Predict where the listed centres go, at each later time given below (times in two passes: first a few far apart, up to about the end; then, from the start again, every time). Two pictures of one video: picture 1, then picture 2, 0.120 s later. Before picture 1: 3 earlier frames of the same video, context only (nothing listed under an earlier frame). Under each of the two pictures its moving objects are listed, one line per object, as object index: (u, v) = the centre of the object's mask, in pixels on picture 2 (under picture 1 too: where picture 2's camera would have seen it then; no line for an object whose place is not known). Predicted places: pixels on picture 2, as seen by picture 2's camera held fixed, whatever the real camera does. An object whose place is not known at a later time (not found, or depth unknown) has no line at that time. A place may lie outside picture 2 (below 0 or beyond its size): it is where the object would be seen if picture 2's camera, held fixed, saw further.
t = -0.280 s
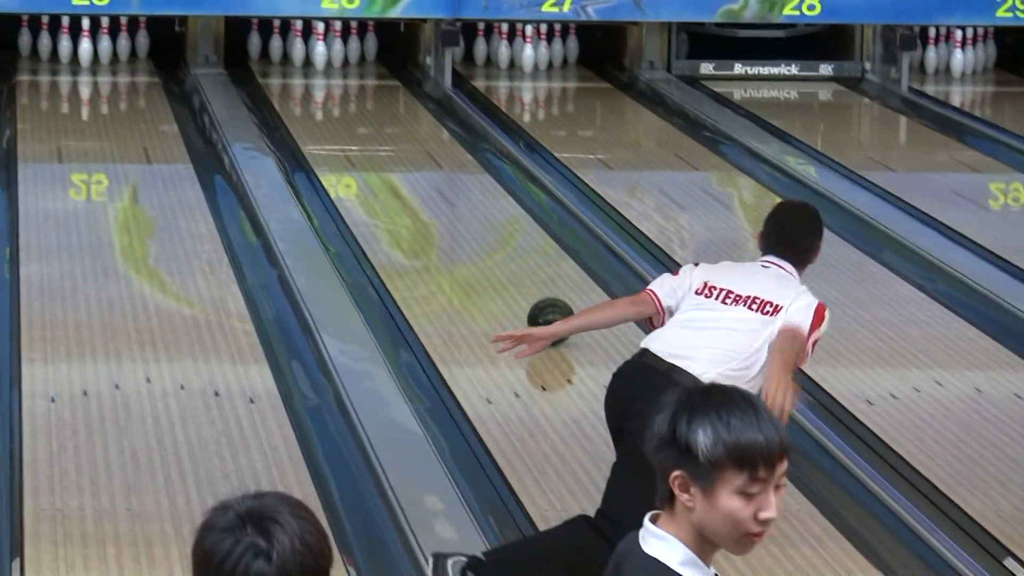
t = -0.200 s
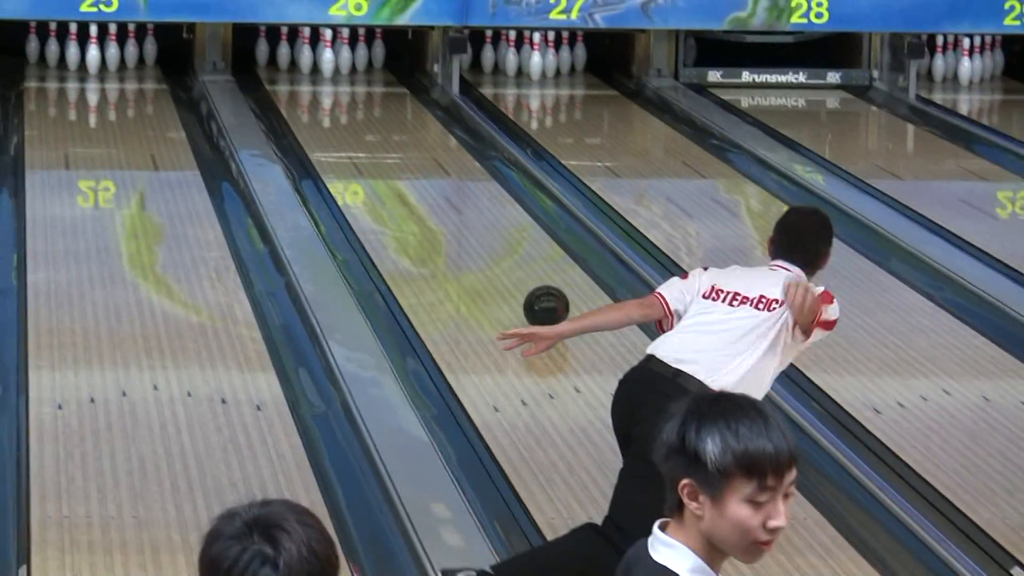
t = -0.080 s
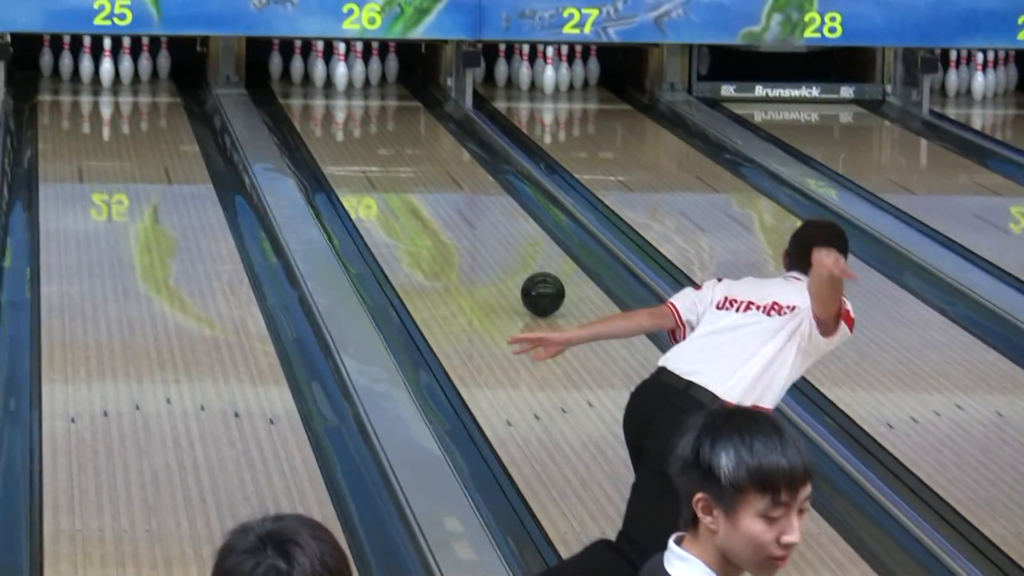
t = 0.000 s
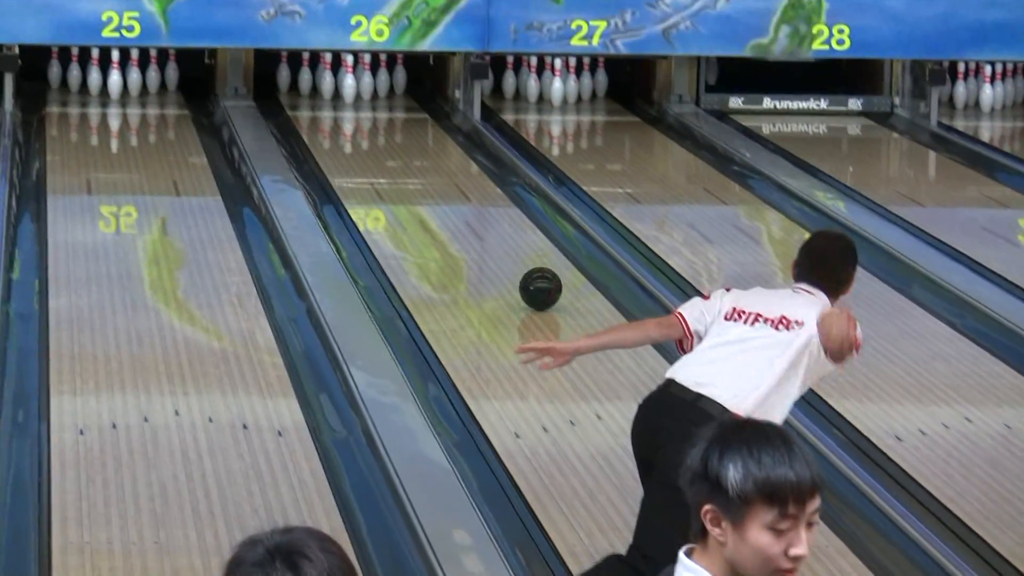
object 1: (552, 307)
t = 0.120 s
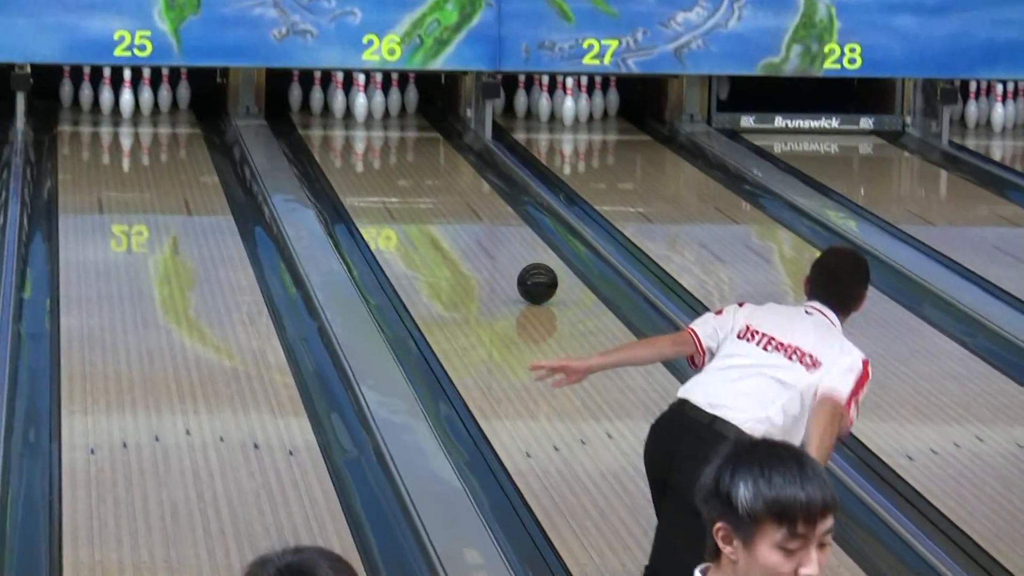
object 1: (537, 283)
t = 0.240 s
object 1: (524, 261)
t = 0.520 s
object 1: (495, 216)
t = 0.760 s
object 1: (472, 184)
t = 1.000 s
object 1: (444, 157)
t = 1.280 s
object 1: (404, 130)
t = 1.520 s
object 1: (370, 113)
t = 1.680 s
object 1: (353, 104)
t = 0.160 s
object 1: (533, 276)
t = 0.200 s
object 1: (528, 269)
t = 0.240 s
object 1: (524, 261)
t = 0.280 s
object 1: (519, 254)
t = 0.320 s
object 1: (515, 247)
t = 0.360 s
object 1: (511, 240)
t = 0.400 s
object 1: (507, 234)
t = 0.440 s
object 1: (503, 228)
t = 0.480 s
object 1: (499, 222)
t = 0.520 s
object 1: (495, 216)
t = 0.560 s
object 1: (491, 210)
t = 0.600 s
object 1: (487, 205)
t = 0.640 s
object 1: (483, 199)
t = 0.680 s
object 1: (479, 194)
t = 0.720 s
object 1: (476, 189)
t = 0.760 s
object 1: (472, 184)
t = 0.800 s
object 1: (467, 179)
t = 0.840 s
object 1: (463, 174)
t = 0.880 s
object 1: (459, 170)
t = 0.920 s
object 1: (453, 166)
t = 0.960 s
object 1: (448, 162)
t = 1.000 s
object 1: (444, 157)
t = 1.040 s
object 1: (439, 154)
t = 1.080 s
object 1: (433, 149)
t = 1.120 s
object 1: (428, 145)
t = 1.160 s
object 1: (423, 142)
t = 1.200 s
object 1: (416, 138)
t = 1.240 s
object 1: (410, 135)
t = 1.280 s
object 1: (404, 130)
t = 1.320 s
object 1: (398, 128)
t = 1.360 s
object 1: (392, 125)
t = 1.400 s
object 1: (386, 122)
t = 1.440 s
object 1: (381, 118)
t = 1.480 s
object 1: (376, 116)
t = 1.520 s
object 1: (370, 113)
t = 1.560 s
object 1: (365, 110)
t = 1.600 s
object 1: (361, 107)
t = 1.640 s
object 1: (358, 106)
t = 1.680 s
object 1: (353, 104)
